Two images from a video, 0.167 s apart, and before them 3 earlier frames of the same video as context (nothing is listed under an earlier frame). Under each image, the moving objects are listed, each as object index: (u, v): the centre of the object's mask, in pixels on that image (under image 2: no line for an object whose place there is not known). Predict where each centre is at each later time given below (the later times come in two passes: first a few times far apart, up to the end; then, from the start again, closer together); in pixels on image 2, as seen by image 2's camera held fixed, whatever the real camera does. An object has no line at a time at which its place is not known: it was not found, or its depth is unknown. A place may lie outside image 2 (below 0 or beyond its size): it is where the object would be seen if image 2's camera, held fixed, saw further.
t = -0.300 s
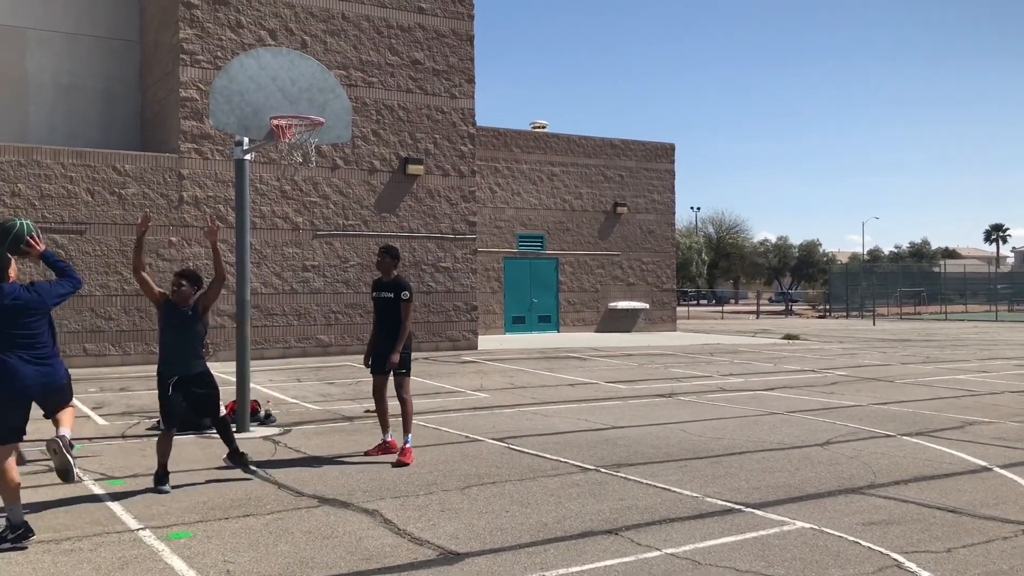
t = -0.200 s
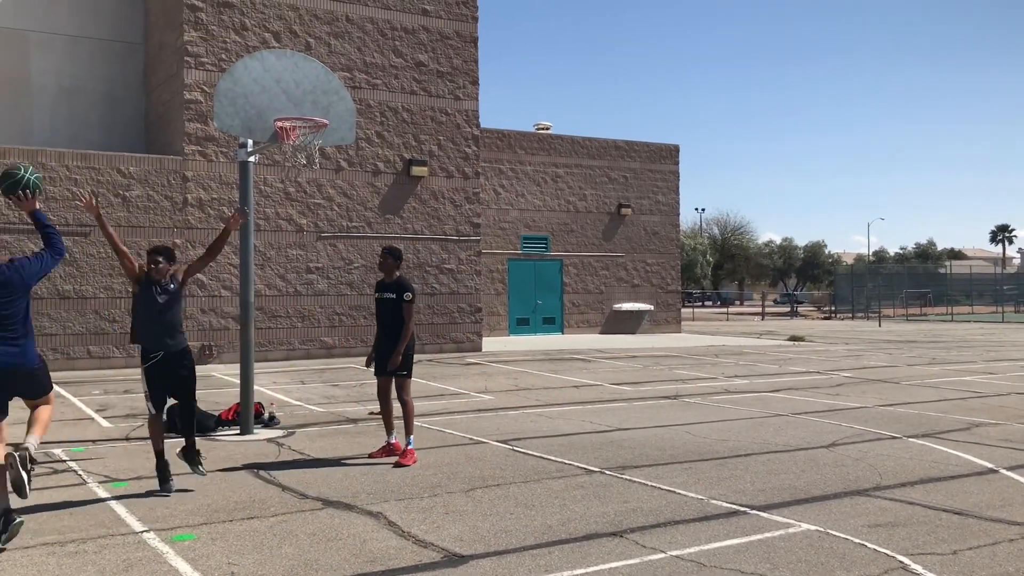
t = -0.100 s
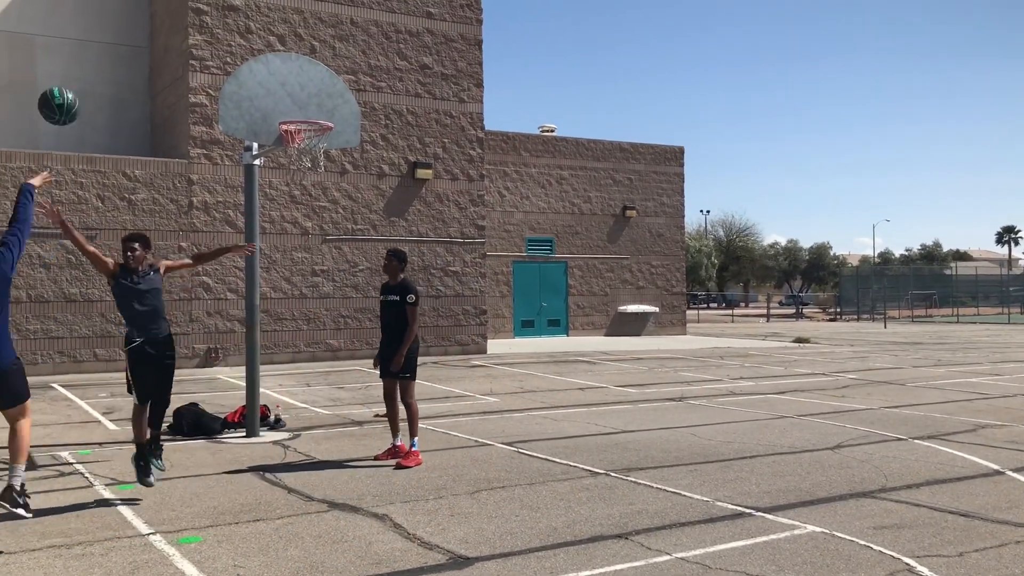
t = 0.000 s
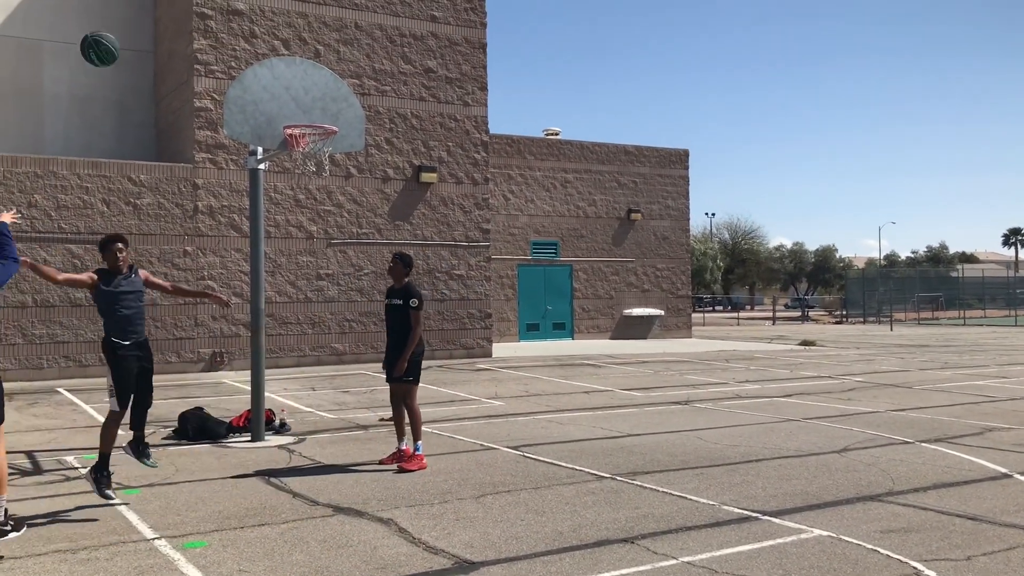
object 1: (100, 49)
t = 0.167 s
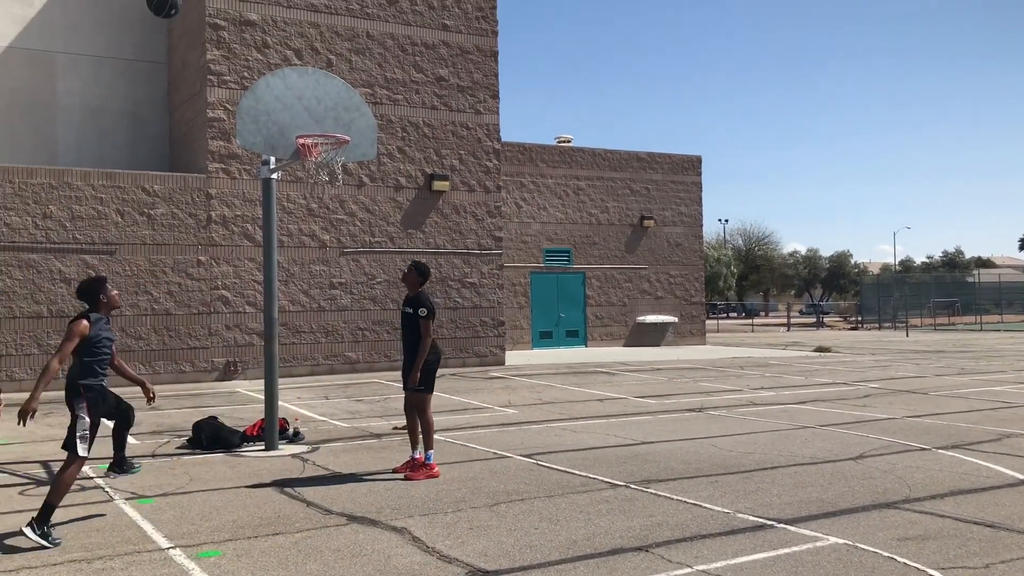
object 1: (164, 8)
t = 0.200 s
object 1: (172, 4)
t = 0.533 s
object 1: (247, 16)
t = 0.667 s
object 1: (270, 57)
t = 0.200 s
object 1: (172, 4)
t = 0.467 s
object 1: (234, 0)
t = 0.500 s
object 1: (241, 8)
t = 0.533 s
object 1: (247, 16)
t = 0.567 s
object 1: (253, 26)
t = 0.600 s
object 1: (260, 36)
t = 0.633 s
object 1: (264, 45)
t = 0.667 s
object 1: (270, 57)
